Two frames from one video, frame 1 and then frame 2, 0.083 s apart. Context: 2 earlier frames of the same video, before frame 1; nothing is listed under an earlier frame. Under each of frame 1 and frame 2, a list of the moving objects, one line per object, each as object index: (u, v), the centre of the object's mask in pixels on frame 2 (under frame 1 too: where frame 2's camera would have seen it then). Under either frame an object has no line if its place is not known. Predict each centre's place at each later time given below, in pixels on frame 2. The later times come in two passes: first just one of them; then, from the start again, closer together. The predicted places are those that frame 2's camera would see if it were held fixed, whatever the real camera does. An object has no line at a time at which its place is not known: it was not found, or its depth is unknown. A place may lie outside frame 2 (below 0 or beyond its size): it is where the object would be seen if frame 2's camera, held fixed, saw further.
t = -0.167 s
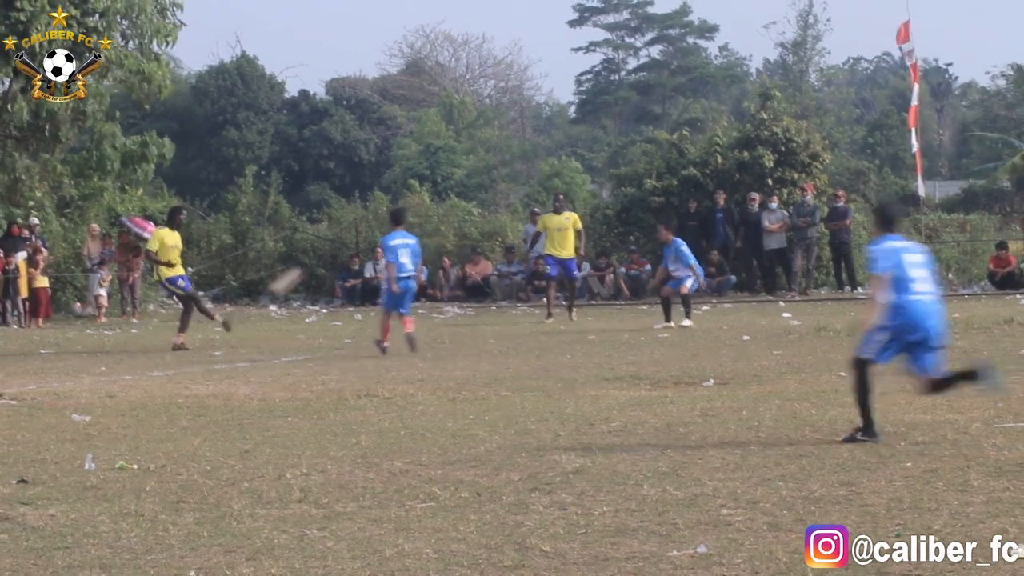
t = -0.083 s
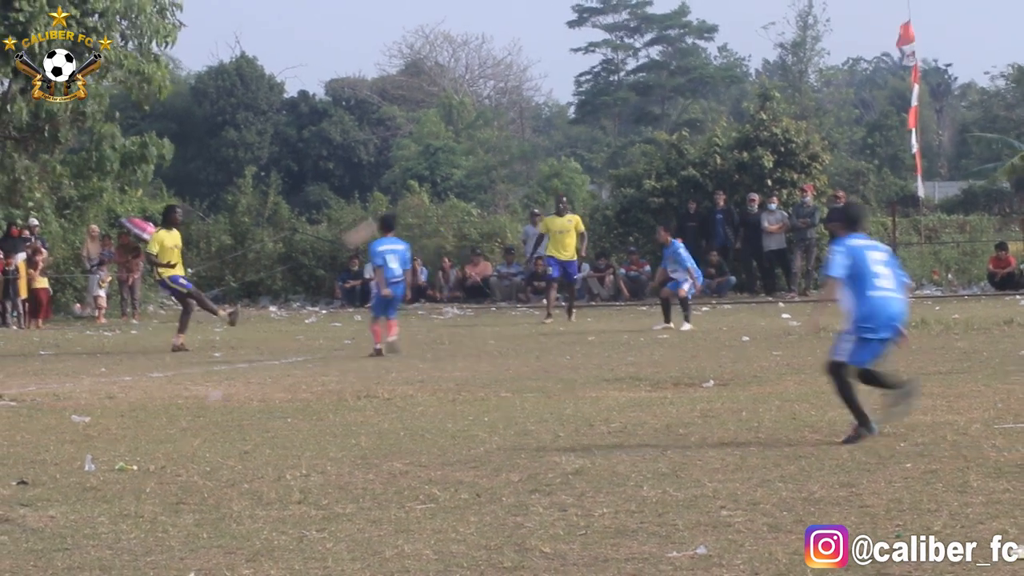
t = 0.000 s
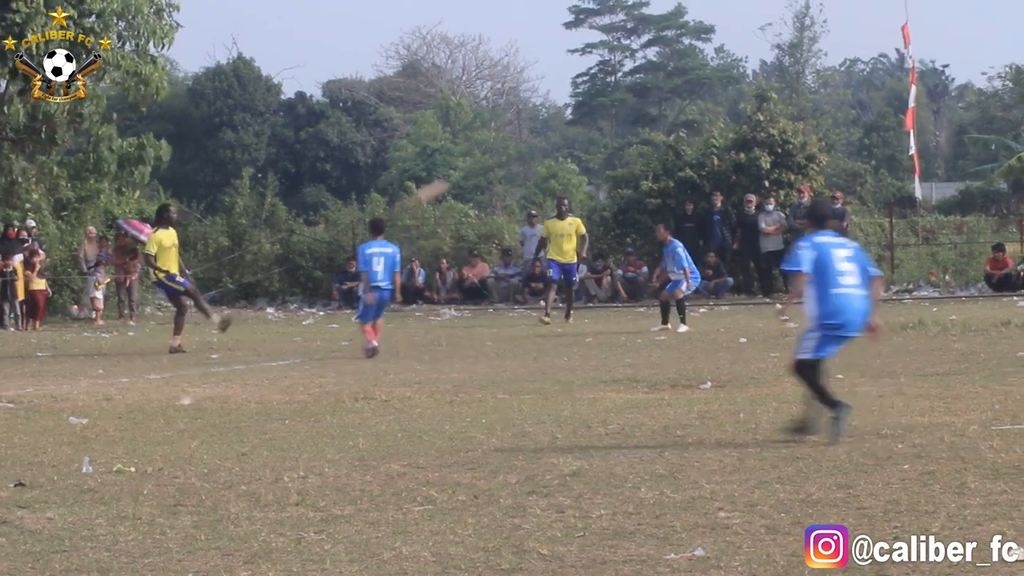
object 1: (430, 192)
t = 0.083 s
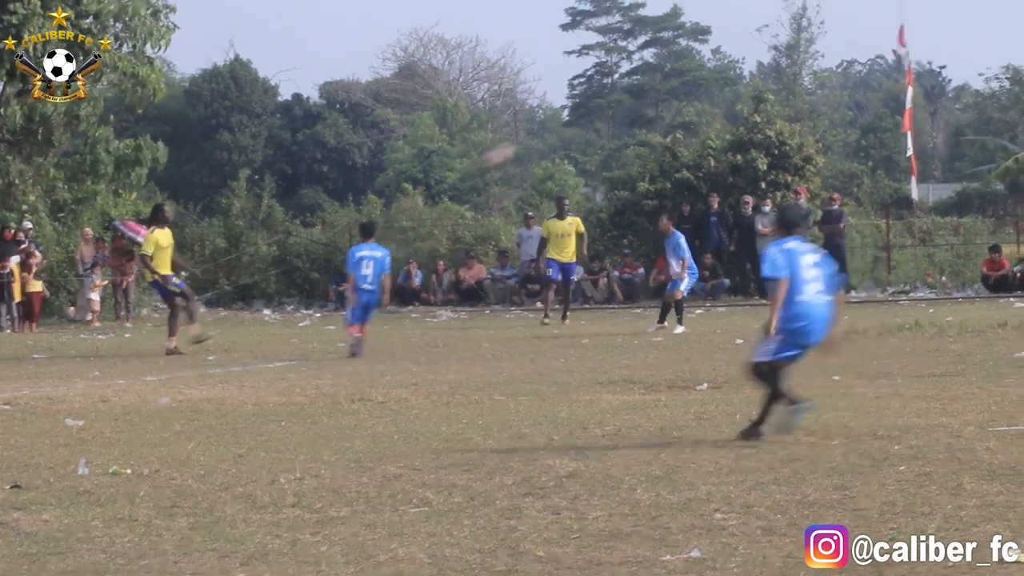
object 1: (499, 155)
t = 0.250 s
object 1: (631, 92)
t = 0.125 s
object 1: (535, 137)
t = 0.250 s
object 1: (631, 92)
